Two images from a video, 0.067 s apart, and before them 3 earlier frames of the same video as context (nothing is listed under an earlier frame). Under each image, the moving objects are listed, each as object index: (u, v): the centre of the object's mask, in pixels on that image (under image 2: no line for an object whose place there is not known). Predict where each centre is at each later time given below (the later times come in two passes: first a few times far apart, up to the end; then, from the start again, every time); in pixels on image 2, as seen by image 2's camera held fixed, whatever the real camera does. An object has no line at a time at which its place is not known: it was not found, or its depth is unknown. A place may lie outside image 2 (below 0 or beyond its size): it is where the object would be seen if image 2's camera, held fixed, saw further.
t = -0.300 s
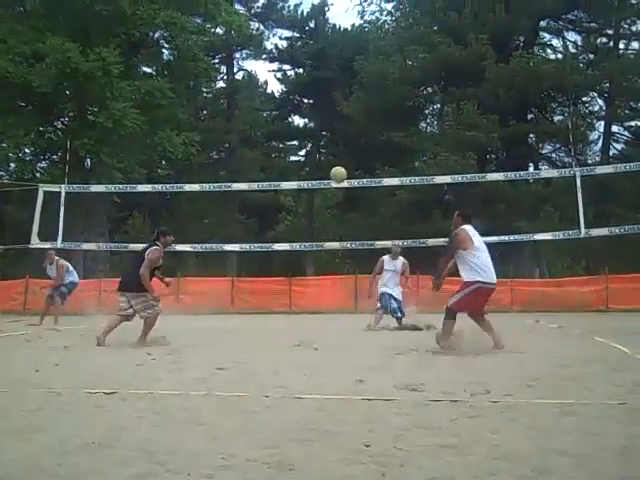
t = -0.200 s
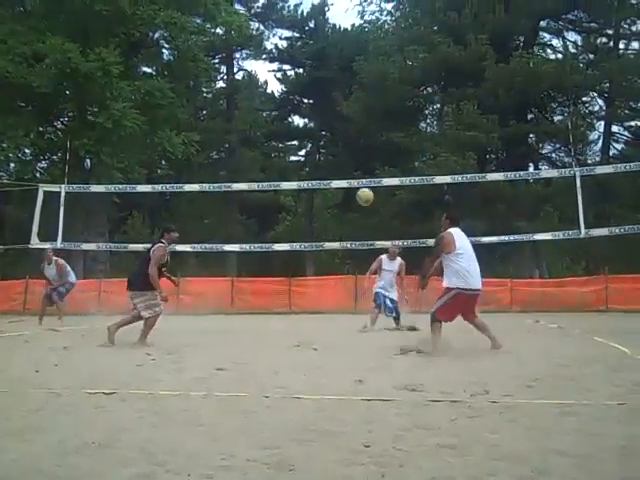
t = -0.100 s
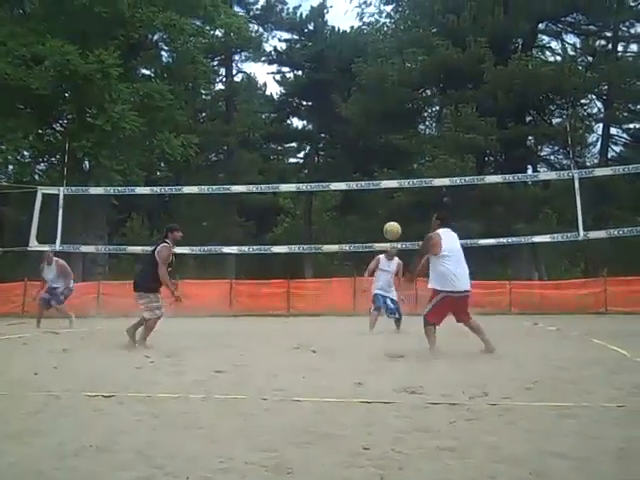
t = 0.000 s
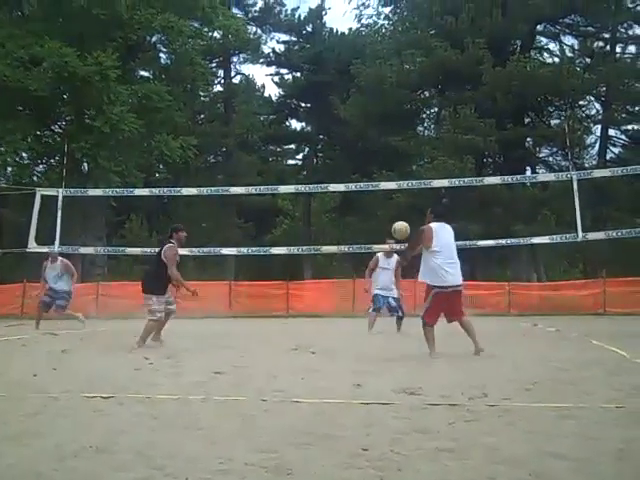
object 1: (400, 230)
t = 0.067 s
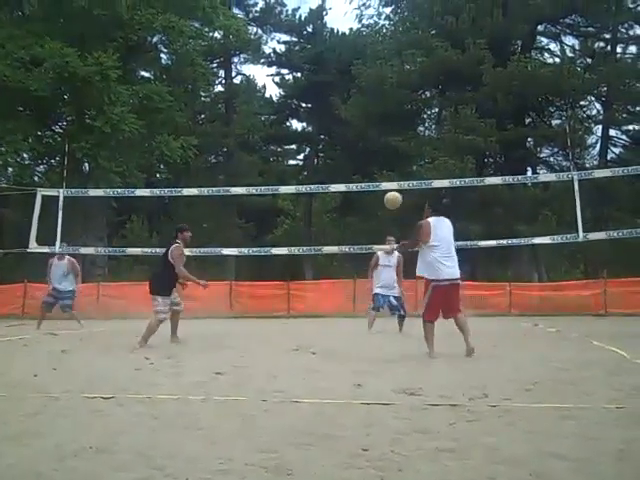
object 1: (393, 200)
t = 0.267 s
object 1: (367, 133)
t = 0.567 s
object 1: (333, 95)
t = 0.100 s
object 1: (389, 186)
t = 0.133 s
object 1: (384, 173)
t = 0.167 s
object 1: (380, 162)
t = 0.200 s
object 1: (375, 151)
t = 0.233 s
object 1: (371, 141)
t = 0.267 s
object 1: (367, 133)
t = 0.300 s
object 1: (363, 125)
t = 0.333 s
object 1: (359, 118)
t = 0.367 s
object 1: (355, 113)
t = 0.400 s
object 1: (351, 108)
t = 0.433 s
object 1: (347, 103)
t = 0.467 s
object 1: (344, 100)
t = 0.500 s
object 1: (340, 98)
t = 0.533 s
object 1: (336, 96)
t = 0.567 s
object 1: (333, 95)
